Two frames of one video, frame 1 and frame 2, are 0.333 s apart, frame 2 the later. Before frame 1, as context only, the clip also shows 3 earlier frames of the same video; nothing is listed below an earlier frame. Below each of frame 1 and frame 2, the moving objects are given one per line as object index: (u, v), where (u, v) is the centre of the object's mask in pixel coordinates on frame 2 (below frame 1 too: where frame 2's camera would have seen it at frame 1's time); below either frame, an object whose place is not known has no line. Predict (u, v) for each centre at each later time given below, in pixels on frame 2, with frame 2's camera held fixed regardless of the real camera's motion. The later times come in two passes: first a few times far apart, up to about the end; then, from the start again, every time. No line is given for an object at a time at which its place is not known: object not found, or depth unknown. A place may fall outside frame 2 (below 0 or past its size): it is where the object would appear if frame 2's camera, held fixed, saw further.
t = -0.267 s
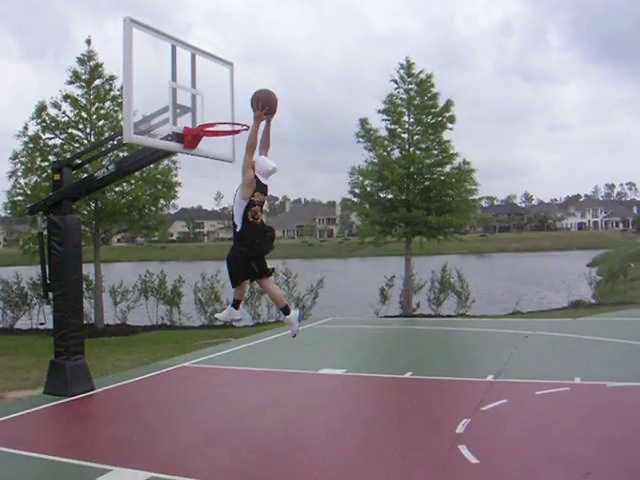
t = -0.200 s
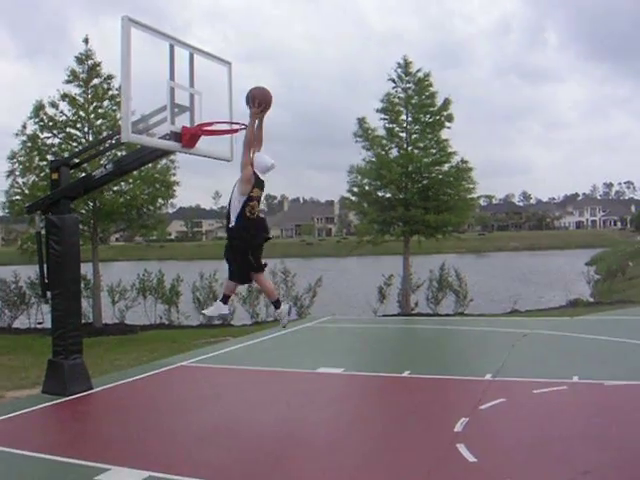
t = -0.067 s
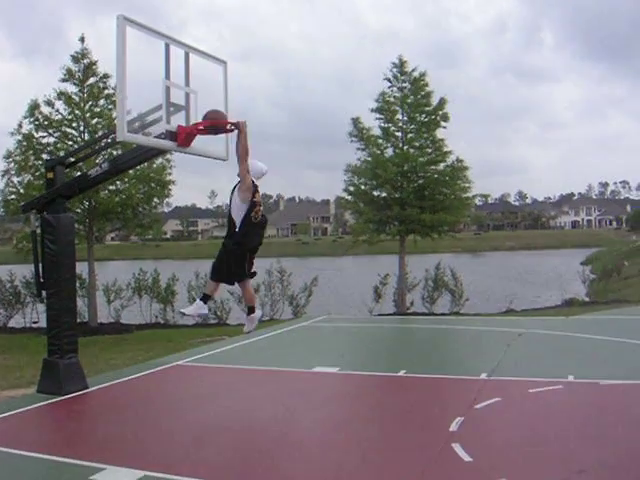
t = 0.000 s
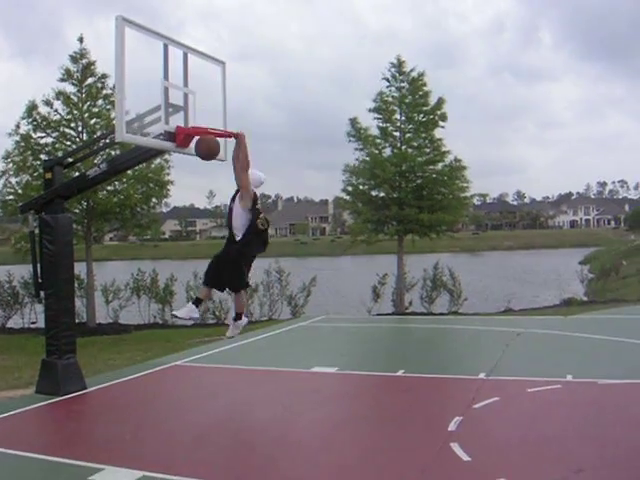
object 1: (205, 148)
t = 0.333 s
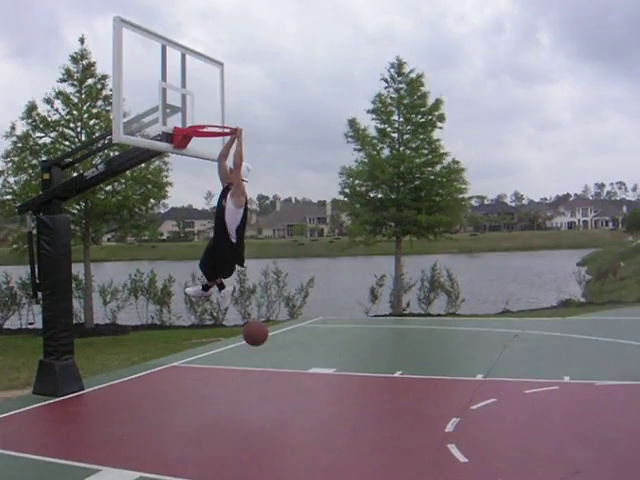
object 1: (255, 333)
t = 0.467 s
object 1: (278, 360)
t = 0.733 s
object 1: (333, 231)
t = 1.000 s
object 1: (388, 177)
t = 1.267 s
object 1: (444, 196)
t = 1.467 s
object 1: (488, 258)
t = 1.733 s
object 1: (543, 371)
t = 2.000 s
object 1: (592, 261)
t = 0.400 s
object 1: (266, 382)
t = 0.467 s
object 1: (278, 360)
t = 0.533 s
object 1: (292, 321)
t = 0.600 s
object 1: (305, 286)
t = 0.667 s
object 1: (319, 255)
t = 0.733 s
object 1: (333, 231)
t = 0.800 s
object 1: (346, 210)
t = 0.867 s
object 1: (360, 193)
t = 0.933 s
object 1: (374, 182)
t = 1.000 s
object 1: (388, 177)
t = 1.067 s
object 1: (401, 174)
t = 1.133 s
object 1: (415, 177)
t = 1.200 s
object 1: (429, 183)
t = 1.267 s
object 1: (444, 196)
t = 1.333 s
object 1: (458, 212)
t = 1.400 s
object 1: (472, 233)
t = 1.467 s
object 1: (488, 258)
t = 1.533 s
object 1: (503, 288)
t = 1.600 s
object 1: (516, 322)
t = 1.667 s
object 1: (530, 360)
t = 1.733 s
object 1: (543, 371)
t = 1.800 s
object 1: (554, 337)
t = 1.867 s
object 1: (568, 307)
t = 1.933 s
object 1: (580, 281)
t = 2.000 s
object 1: (592, 261)
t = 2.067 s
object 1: (605, 246)
